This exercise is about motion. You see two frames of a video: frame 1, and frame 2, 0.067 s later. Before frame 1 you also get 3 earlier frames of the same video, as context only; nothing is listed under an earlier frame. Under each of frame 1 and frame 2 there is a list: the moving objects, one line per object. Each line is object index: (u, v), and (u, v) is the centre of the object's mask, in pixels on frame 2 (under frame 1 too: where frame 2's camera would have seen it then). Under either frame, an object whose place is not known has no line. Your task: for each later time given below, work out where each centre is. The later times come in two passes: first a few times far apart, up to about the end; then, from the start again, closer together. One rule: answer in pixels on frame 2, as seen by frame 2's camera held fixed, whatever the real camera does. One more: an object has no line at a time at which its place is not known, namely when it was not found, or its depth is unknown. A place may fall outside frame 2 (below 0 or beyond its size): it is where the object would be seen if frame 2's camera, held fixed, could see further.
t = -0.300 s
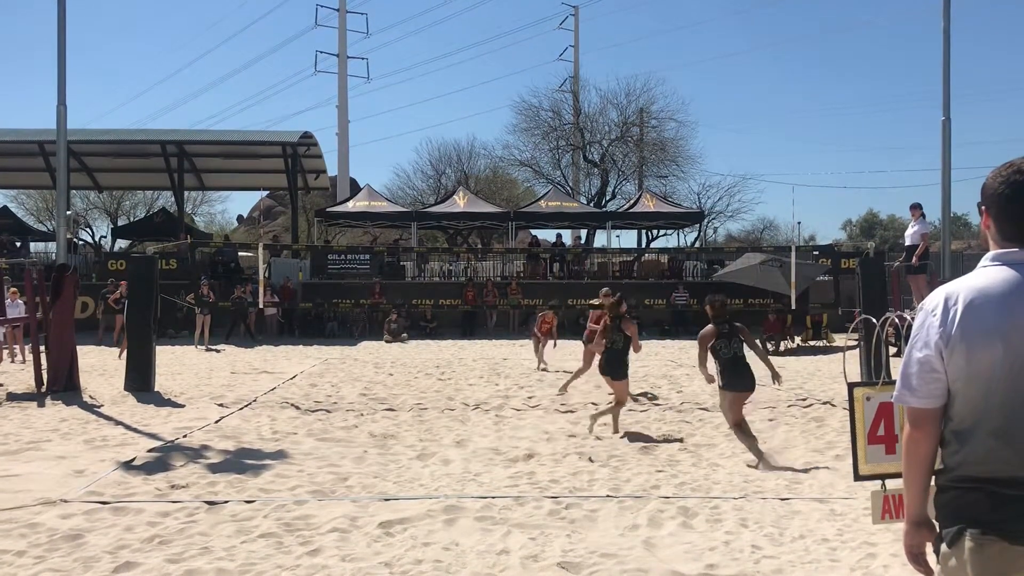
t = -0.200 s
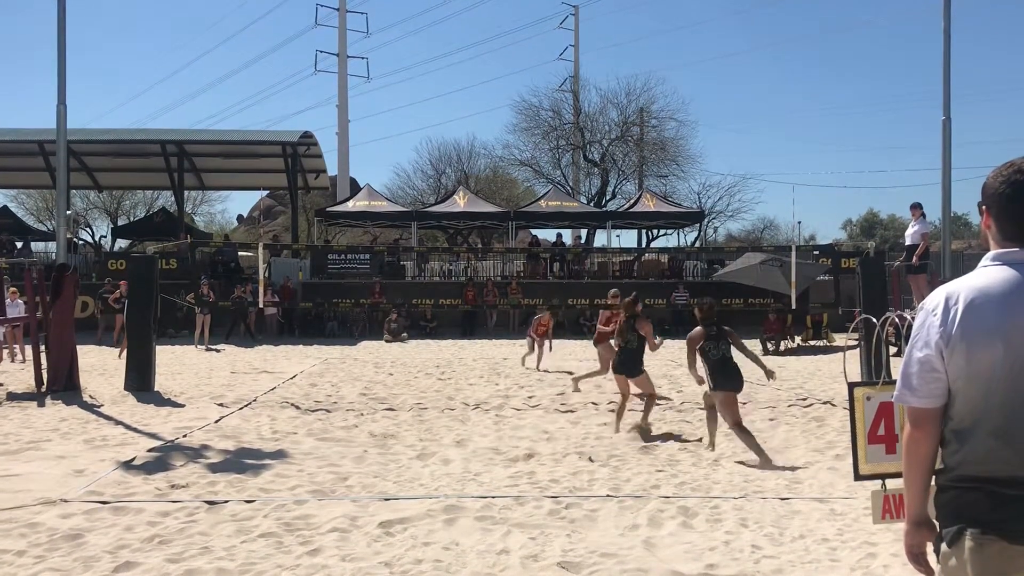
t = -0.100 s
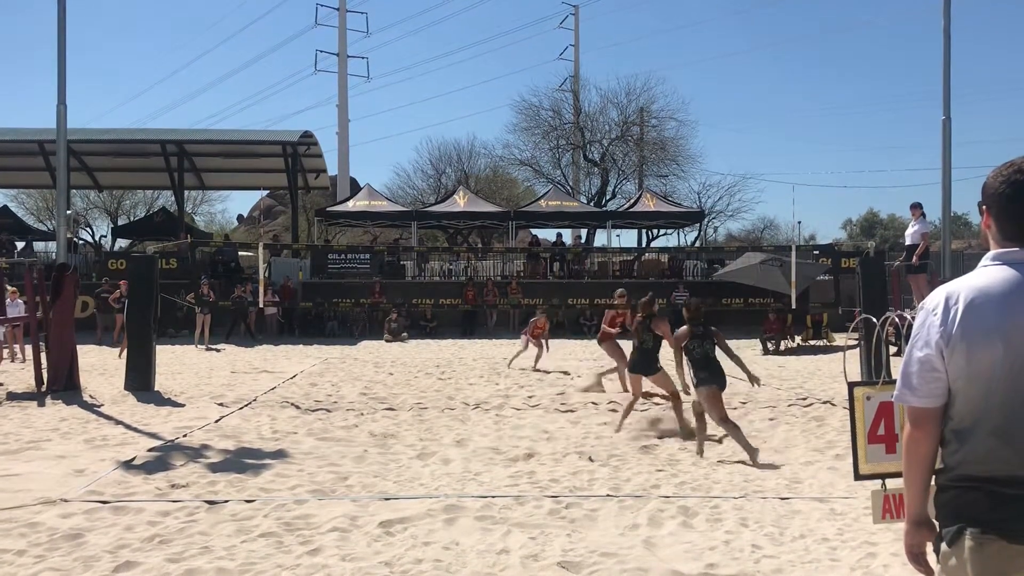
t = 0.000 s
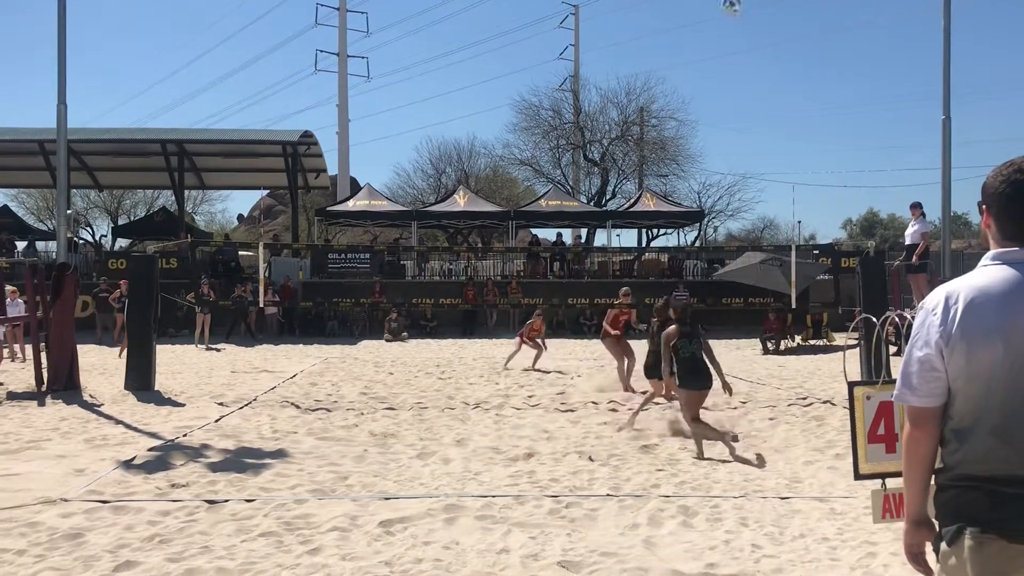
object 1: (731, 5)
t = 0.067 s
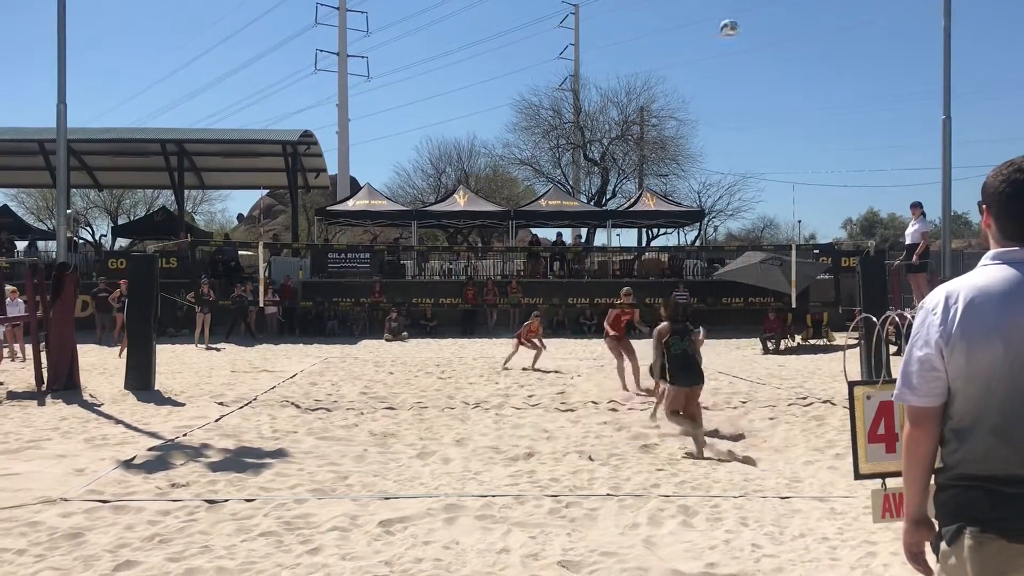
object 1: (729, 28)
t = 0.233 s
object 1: (723, 106)
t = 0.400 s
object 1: (716, 199)
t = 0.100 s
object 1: (727, 42)
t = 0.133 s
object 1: (726, 57)
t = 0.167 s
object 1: (725, 73)
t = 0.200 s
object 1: (724, 89)
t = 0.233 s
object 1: (723, 106)
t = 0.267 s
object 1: (722, 123)
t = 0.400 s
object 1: (716, 199)
